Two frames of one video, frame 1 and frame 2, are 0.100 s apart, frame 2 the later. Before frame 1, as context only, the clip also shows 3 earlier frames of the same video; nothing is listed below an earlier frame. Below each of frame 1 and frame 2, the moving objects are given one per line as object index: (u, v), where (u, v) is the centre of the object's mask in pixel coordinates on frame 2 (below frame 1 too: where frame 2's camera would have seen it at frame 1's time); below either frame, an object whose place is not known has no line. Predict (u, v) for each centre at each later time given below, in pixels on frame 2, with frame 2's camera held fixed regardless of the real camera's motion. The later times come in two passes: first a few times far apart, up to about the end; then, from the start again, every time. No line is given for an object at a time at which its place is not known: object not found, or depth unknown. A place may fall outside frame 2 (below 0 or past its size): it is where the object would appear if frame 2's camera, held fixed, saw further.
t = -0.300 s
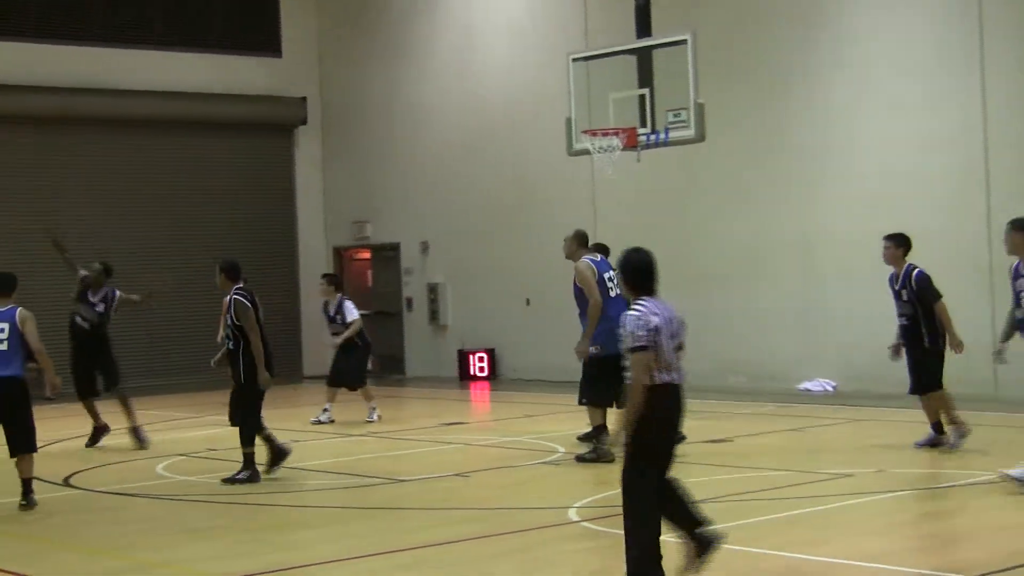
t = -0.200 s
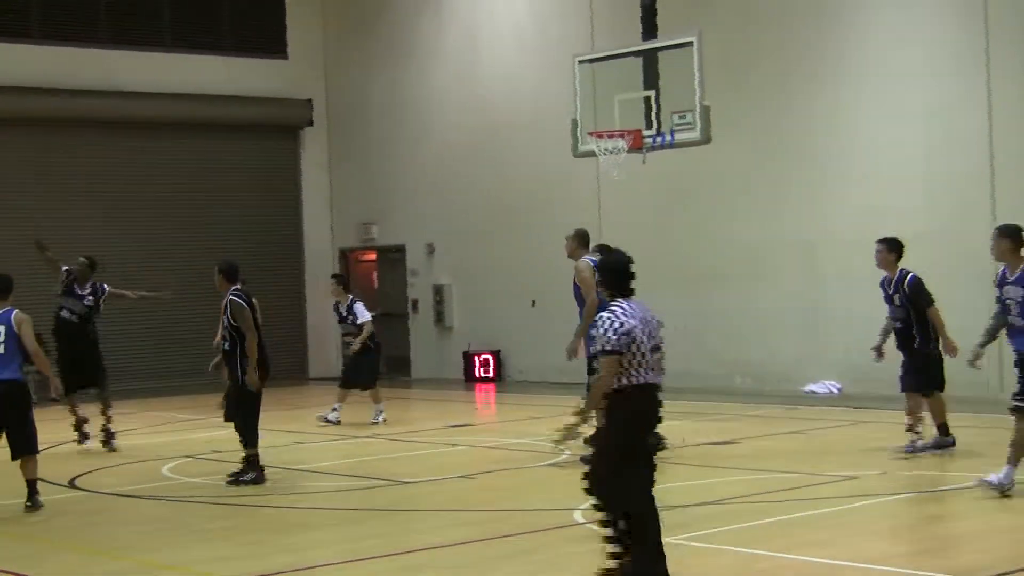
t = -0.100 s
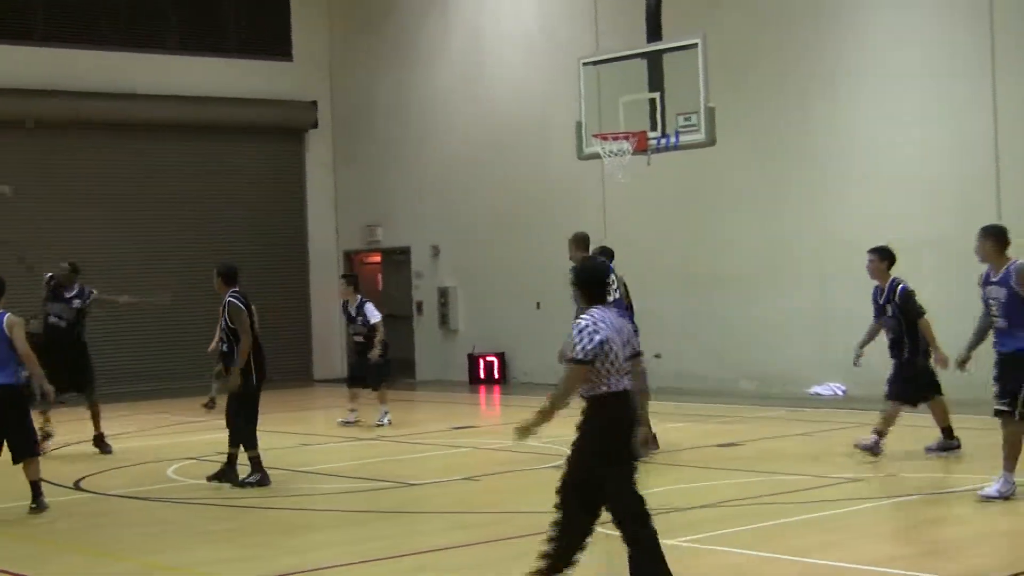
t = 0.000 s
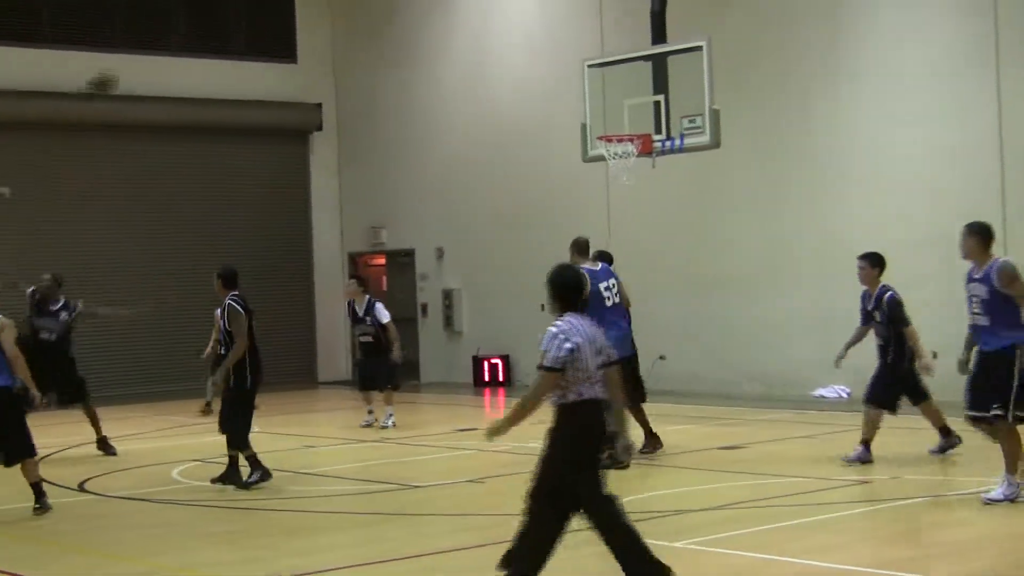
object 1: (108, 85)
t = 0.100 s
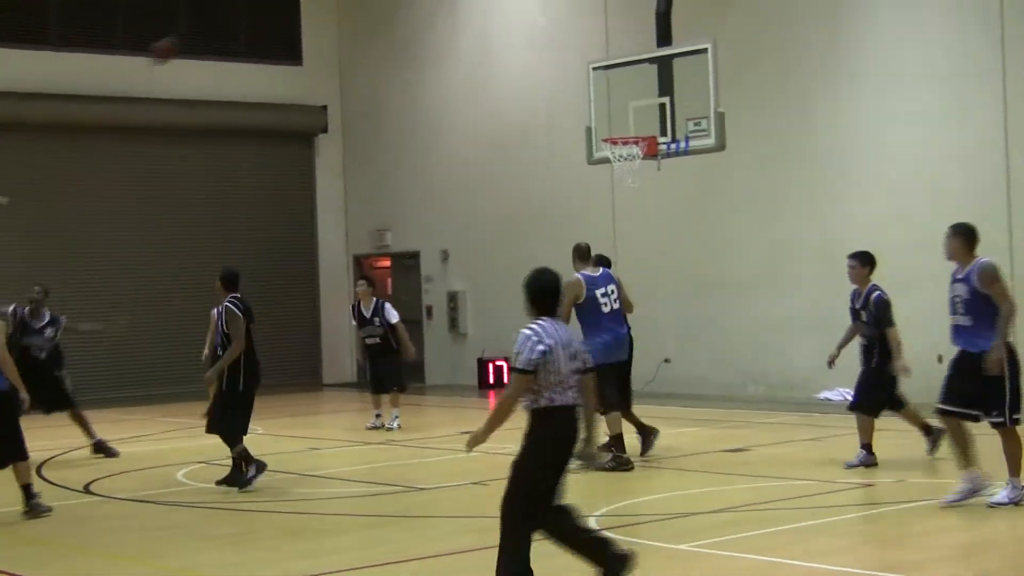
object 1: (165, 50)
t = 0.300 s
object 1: (279, 9)
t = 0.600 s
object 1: (447, 25)
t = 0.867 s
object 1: (591, 108)
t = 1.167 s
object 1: (652, 112)
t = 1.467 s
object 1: (704, 175)
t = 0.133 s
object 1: (184, 36)
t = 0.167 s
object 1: (204, 26)
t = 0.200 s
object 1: (219, 22)
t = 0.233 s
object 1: (241, 18)
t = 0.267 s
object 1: (258, 14)
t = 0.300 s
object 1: (279, 9)
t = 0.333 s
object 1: (299, 6)
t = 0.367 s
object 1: (318, 7)
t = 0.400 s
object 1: (336, 6)
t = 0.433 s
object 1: (354, 6)
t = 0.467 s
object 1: (372, 7)
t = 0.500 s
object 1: (390, 9)
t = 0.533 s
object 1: (409, 14)
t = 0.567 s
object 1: (429, 19)
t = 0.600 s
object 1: (447, 25)
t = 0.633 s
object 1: (465, 31)
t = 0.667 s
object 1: (483, 39)
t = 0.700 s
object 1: (501, 48)
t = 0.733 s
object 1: (519, 57)
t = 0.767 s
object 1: (537, 69)
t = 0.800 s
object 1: (555, 80)
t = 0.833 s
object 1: (572, 94)
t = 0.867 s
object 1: (591, 108)
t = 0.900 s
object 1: (608, 123)
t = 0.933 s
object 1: (619, 129)
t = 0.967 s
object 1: (623, 124)
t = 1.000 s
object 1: (628, 120)
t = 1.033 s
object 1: (633, 116)
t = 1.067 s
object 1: (637, 114)
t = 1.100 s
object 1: (642, 112)
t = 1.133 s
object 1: (647, 111)
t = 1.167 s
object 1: (652, 112)
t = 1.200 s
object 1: (656, 114)
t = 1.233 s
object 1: (662, 117)
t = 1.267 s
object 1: (668, 122)
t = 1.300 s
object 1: (675, 127)
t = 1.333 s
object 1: (679, 132)
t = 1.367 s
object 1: (685, 140)
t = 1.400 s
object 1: (692, 151)
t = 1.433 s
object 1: (698, 163)
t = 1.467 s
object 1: (704, 175)
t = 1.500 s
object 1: (711, 188)
